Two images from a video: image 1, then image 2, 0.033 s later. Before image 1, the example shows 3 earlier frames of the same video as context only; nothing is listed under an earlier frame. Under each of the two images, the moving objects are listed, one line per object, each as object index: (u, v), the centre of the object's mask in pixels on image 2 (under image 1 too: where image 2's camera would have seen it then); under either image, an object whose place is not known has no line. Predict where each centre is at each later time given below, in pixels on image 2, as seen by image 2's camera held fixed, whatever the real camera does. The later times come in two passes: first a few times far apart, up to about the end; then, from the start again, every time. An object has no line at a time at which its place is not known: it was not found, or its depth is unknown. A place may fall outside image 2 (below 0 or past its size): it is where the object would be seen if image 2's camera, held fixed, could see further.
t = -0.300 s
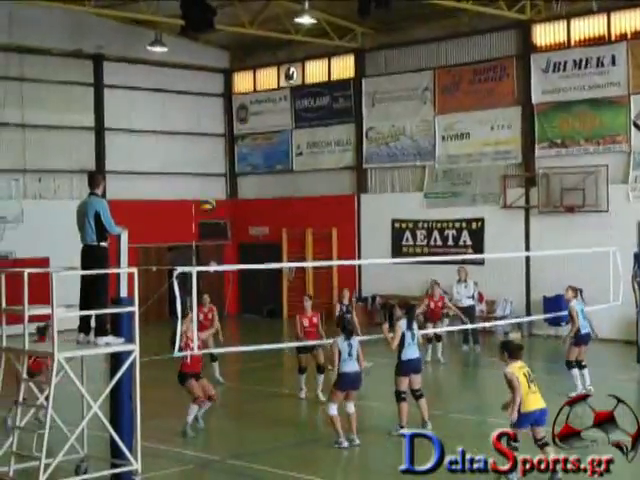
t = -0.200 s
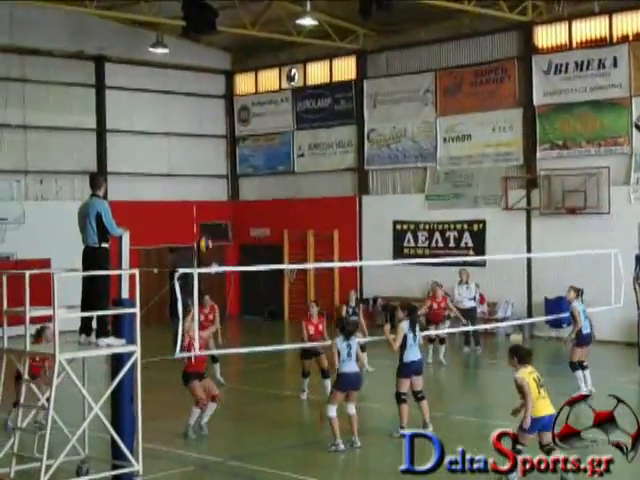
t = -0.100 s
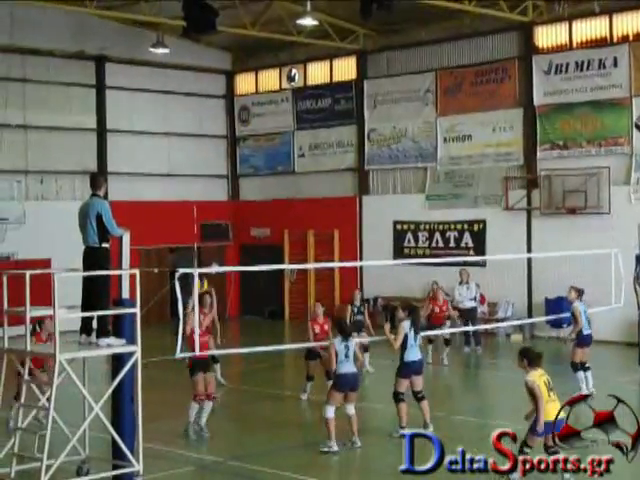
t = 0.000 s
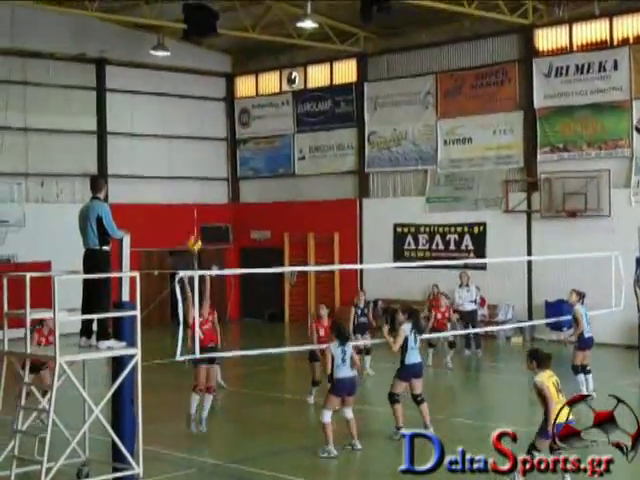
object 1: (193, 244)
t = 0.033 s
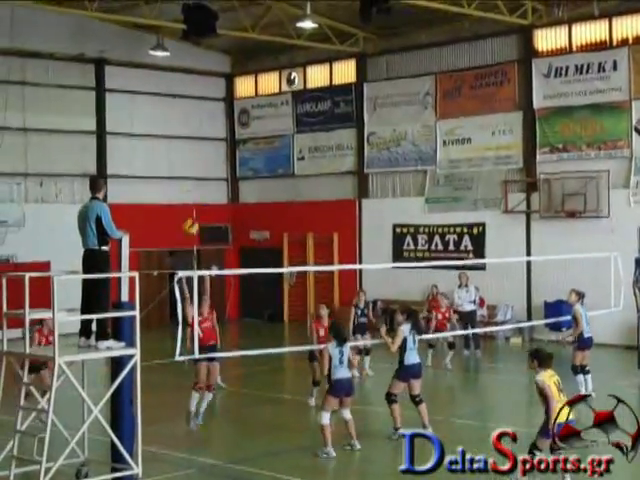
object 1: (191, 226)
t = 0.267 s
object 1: (178, 134)
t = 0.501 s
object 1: (166, 83)
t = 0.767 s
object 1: (154, 74)
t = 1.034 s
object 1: (144, 120)
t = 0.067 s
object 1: (188, 210)
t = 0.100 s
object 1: (186, 195)
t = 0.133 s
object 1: (184, 182)
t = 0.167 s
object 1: (183, 169)
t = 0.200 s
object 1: (181, 157)
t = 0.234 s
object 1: (179, 144)
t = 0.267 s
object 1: (178, 134)
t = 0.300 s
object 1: (176, 125)
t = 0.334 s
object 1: (174, 116)
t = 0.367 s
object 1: (172, 108)
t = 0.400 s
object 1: (171, 101)
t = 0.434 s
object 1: (170, 93)
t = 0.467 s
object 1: (169, 88)
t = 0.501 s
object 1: (166, 83)
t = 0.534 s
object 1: (166, 79)
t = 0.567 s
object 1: (163, 76)
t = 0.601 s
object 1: (161, 74)
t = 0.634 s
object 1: (160, 72)
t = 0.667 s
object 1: (159, 72)
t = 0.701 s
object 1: (157, 72)
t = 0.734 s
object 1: (155, 73)
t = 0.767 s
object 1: (154, 74)
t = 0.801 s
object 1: (153, 76)
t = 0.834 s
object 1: (153, 81)
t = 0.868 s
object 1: (151, 86)
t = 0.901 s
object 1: (150, 91)
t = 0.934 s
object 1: (149, 96)
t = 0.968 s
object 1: (147, 104)
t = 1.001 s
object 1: (145, 111)
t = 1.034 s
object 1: (144, 120)
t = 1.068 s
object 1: (144, 129)
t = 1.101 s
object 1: (143, 139)
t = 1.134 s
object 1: (141, 150)
